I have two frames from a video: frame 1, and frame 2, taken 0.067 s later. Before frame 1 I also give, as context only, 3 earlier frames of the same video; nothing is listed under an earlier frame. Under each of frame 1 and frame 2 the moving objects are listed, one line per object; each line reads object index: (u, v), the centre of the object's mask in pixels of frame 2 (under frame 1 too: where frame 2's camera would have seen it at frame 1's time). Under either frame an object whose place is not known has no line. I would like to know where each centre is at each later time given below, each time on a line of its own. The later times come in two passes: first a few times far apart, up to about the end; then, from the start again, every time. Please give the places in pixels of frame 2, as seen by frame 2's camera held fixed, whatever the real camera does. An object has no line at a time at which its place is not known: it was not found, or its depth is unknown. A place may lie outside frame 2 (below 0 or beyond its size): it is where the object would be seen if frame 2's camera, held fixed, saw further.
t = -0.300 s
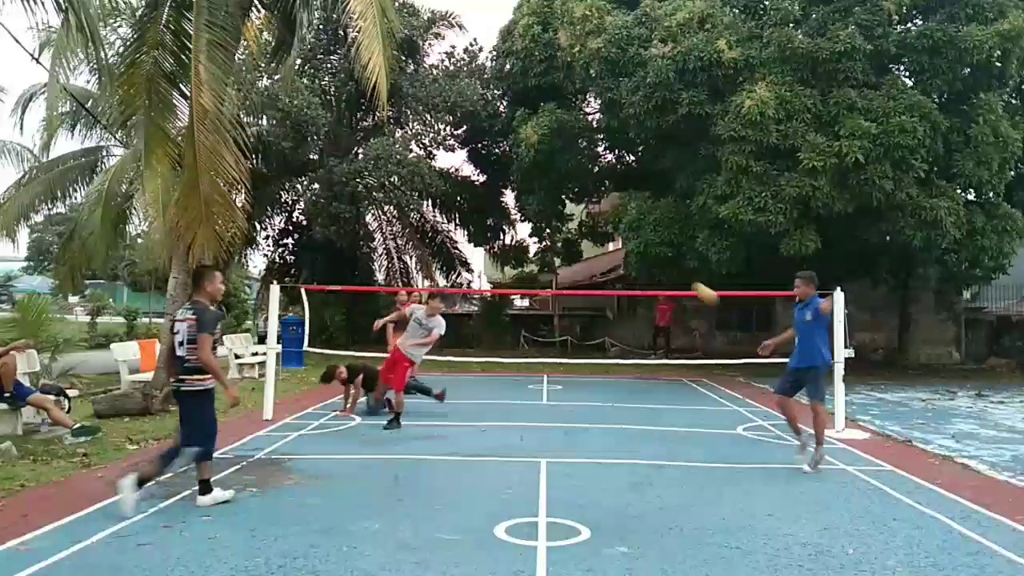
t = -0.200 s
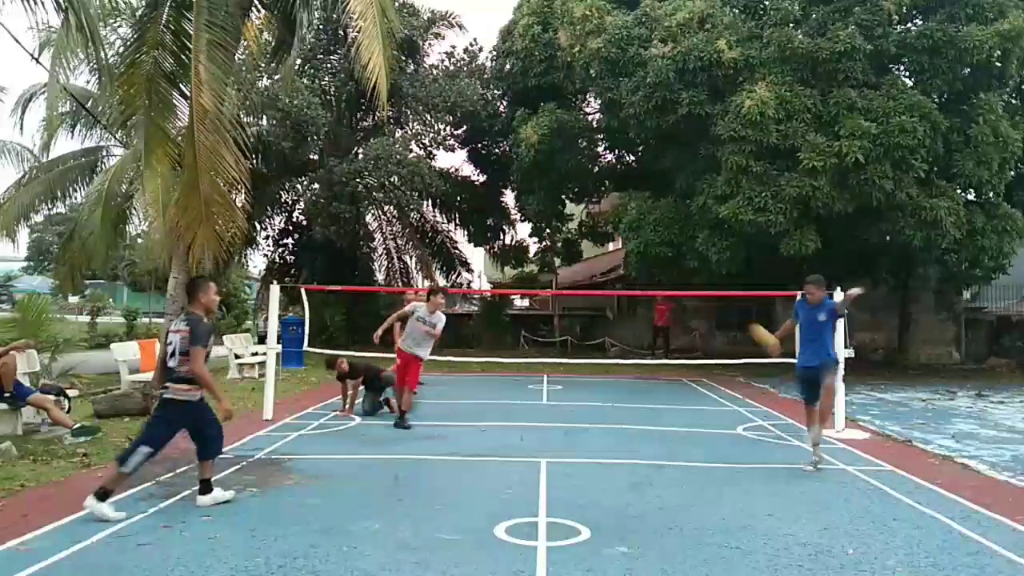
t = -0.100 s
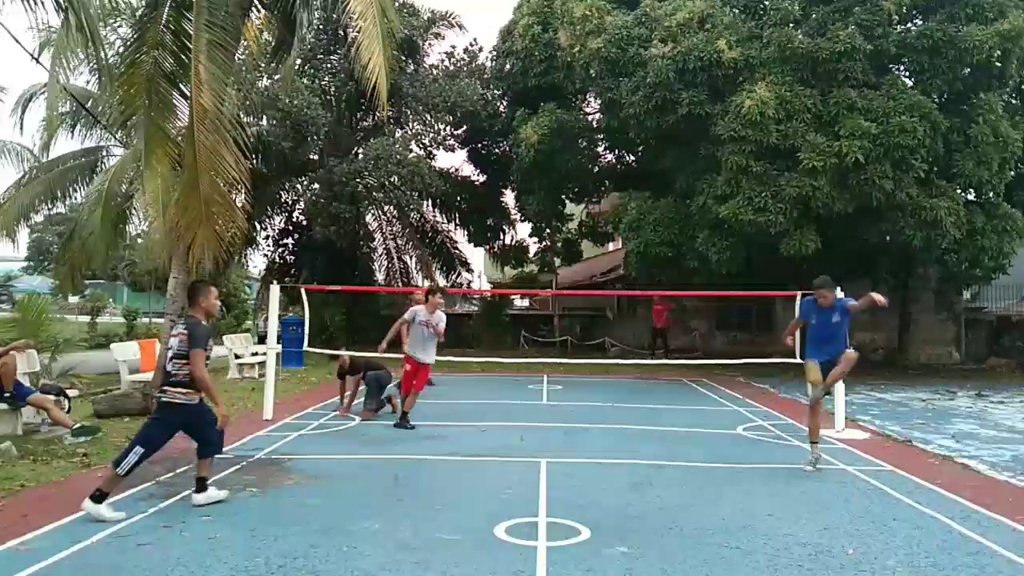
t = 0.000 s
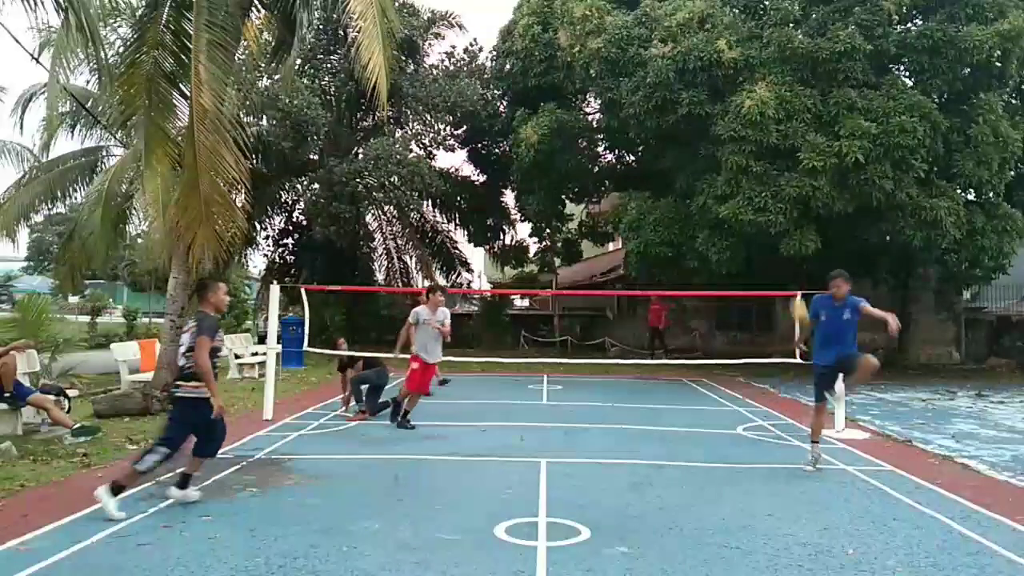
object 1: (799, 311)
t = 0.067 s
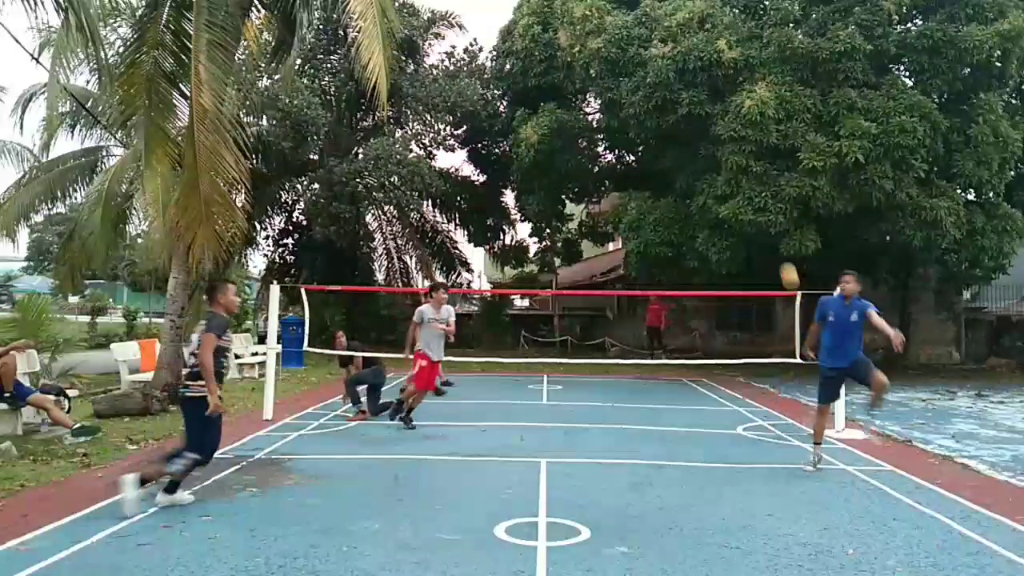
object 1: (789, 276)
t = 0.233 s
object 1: (765, 209)
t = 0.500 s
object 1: (725, 173)
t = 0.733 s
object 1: (688, 213)
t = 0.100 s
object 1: (784, 260)
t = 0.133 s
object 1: (780, 246)
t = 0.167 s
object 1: (775, 233)
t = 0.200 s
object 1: (770, 221)
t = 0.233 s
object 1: (765, 209)
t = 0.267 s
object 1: (760, 201)
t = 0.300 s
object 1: (755, 193)
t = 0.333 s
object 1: (750, 186)
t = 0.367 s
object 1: (745, 181)
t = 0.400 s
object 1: (740, 177)
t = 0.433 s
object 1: (735, 174)
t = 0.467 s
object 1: (731, 173)
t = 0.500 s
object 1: (725, 173)
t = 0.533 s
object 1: (719, 174)
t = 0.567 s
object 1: (714, 177)
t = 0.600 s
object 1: (709, 181)
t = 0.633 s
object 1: (704, 187)
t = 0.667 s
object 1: (699, 194)
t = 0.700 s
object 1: (694, 203)
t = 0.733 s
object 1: (688, 213)
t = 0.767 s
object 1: (683, 224)
